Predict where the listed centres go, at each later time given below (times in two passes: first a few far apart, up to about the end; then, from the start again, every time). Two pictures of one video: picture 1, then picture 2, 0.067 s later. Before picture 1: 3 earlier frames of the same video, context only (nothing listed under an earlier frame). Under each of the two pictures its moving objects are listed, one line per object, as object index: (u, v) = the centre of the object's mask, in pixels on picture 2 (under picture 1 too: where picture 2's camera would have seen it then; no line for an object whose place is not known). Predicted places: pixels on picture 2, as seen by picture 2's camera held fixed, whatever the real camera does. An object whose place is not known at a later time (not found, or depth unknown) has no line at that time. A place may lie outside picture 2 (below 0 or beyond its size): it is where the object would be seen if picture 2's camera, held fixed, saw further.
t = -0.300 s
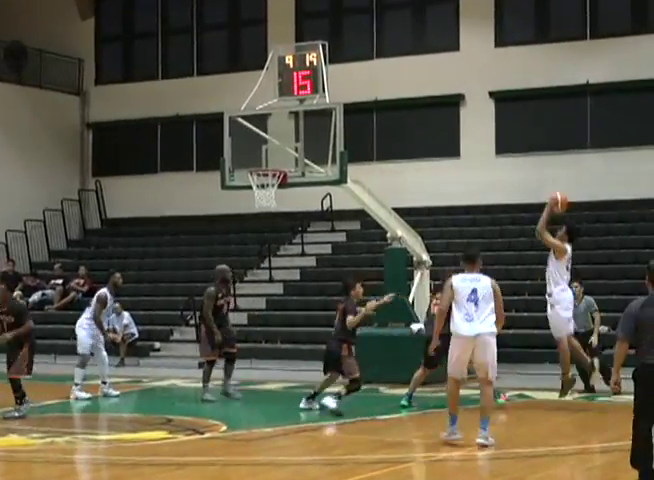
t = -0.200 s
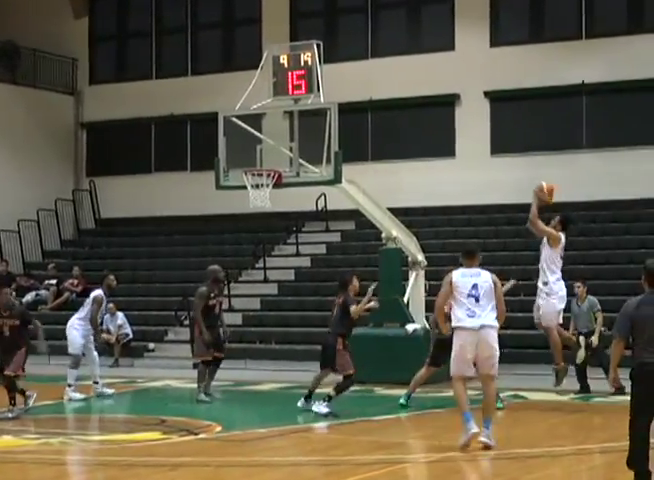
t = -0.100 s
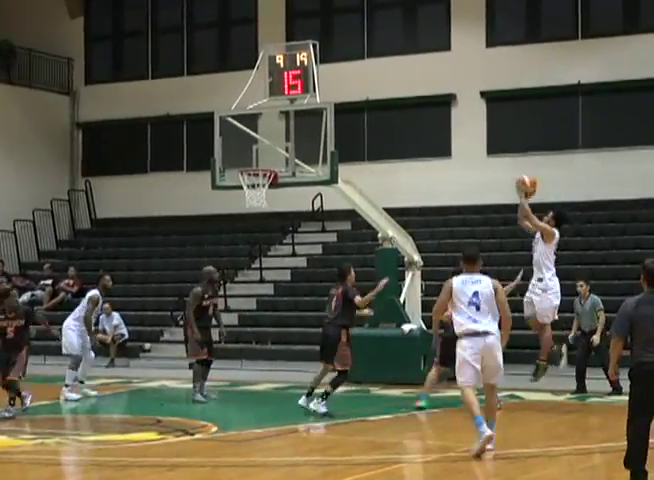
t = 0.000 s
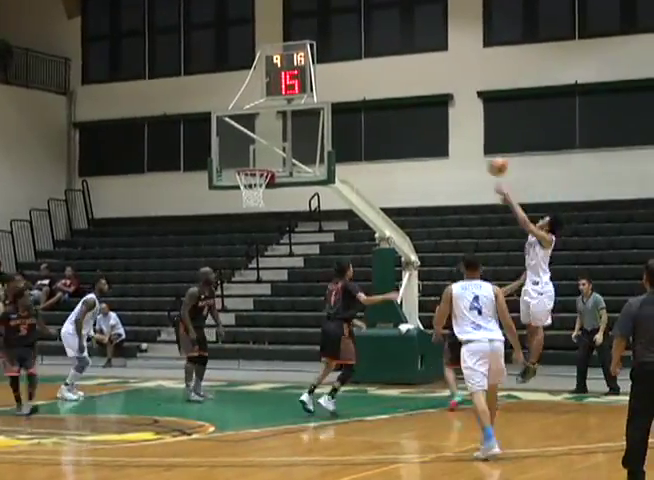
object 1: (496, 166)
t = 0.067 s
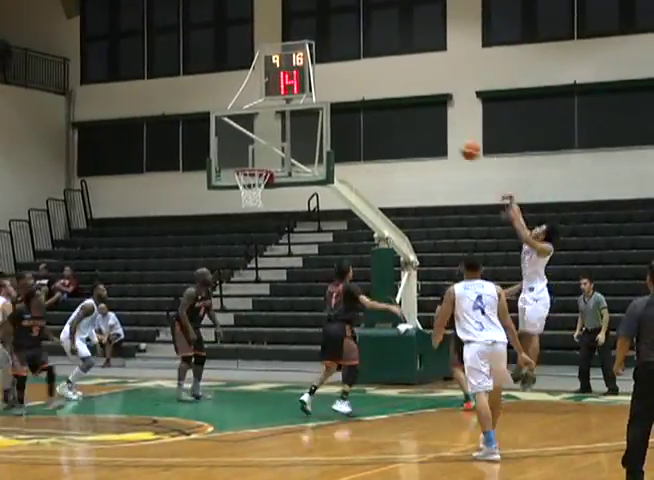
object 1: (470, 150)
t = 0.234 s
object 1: (409, 125)
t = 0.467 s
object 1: (330, 126)
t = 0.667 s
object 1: (264, 158)
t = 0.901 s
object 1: (254, 179)
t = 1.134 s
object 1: (256, 192)
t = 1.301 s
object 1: (252, 219)
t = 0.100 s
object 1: (458, 144)
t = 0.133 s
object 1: (444, 137)
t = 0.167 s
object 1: (433, 133)
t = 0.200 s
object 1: (421, 128)
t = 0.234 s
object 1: (409, 125)
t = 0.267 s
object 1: (397, 123)
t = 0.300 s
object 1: (385, 122)
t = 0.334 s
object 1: (373, 121)
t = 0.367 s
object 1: (362, 121)
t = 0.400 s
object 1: (350, 122)
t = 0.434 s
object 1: (340, 124)
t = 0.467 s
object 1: (330, 126)
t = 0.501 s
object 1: (316, 130)
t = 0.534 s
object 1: (306, 134)
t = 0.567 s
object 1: (295, 138)
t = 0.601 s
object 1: (285, 144)
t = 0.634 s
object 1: (275, 151)
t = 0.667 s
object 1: (264, 158)
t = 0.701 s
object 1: (254, 164)
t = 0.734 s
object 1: (249, 170)
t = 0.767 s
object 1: (248, 178)
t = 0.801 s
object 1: (251, 183)
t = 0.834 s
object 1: (253, 182)
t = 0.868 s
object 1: (255, 180)
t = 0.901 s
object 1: (254, 179)
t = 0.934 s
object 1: (254, 180)
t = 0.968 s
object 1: (254, 181)
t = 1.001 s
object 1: (255, 182)
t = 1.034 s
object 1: (255, 186)
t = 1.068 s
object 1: (254, 187)
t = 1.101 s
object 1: (254, 189)
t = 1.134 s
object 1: (256, 192)
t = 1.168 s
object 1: (256, 197)
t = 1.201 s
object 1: (254, 201)
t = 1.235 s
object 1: (254, 208)
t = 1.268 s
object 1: (253, 213)
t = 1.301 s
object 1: (252, 219)
